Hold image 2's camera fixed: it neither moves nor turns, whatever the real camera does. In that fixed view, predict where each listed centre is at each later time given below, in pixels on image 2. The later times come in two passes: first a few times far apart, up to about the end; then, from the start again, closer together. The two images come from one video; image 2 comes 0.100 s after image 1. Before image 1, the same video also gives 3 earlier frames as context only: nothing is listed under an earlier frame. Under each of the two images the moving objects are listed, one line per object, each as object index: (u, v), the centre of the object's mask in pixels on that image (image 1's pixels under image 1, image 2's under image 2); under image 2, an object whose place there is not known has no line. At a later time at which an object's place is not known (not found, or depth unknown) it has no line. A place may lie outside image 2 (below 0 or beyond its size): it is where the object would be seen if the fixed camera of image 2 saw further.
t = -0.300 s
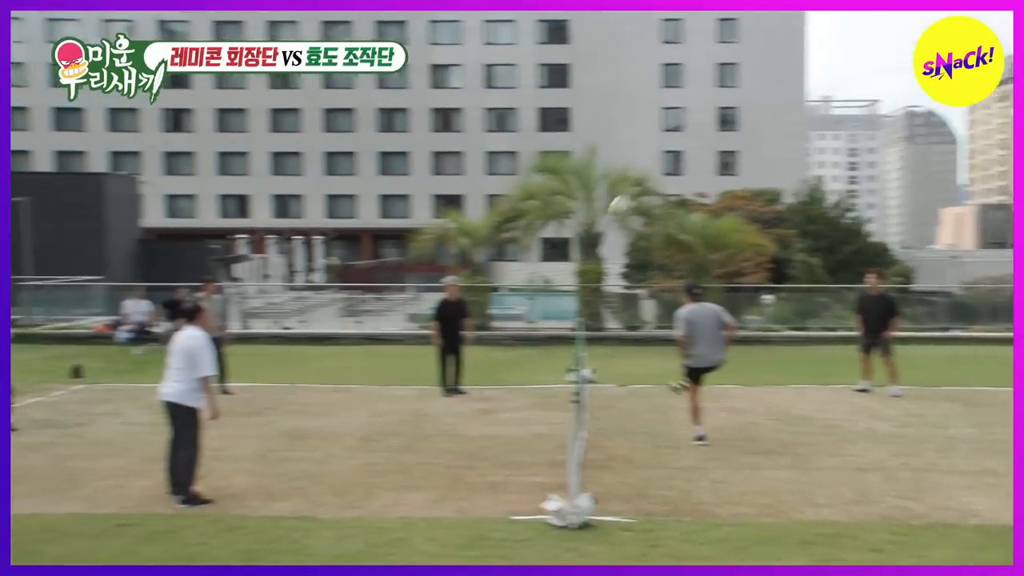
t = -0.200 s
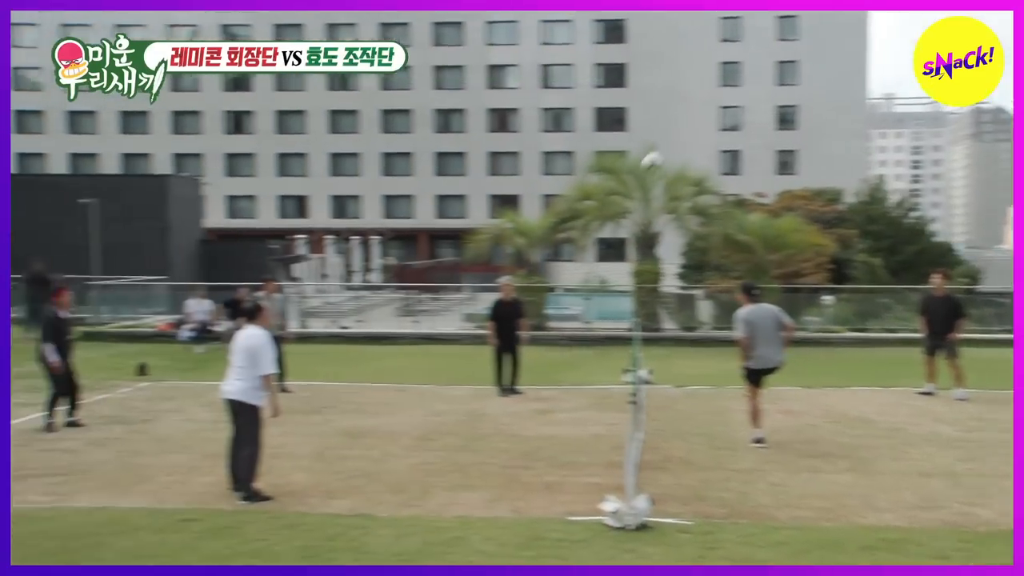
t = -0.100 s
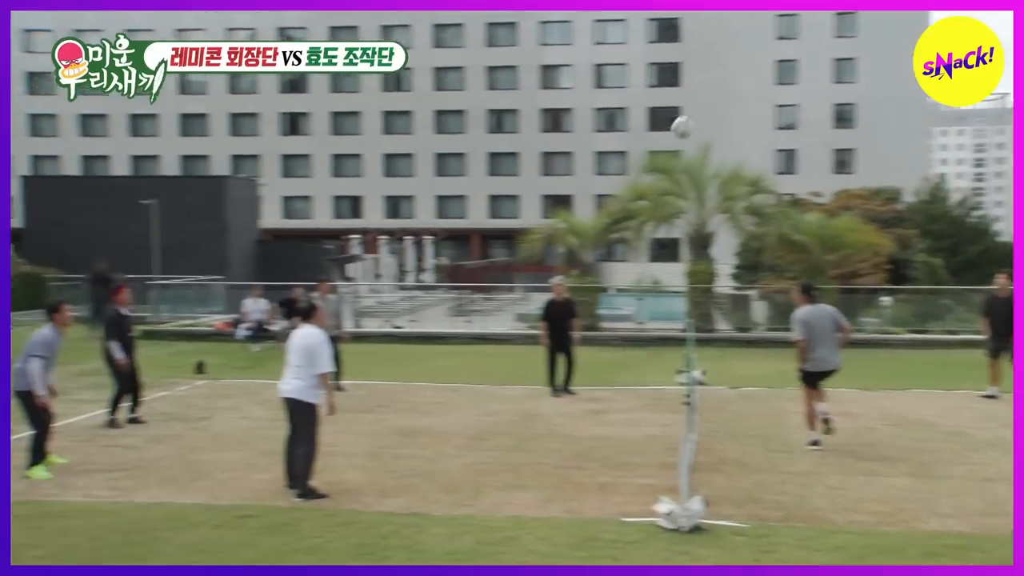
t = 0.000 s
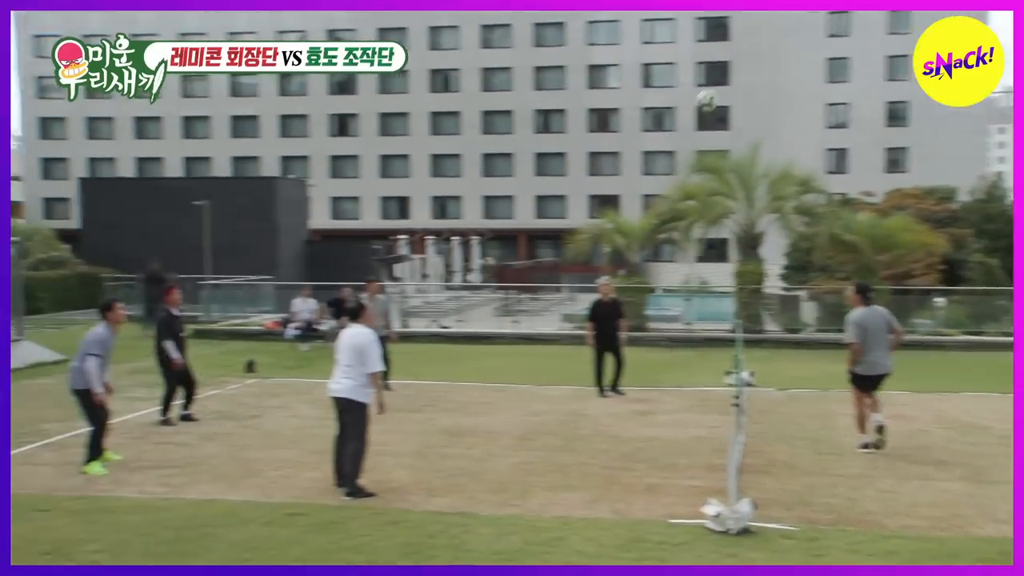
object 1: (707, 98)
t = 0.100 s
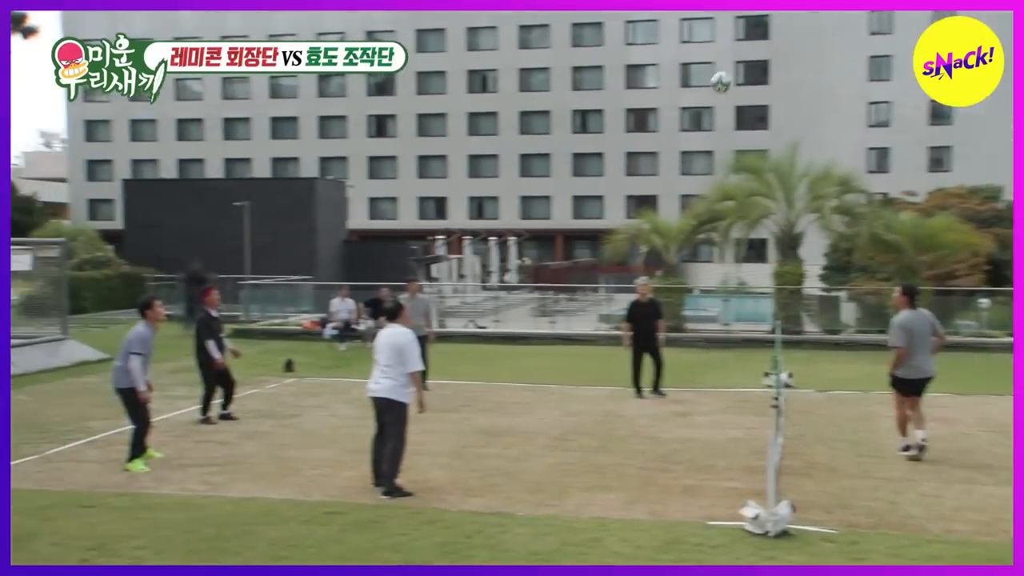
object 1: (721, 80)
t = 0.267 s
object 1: (681, 73)
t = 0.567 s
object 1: (609, 119)
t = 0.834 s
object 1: (548, 228)
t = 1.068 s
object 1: (498, 366)
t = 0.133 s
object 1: (713, 76)
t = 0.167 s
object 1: (705, 73)
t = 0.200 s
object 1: (697, 73)
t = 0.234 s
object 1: (689, 71)
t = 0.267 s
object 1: (681, 73)
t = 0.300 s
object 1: (673, 74)
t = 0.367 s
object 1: (657, 80)
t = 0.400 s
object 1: (649, 85)
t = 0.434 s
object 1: (641, 90)
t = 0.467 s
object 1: (634, 96)
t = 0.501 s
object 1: (626, 103)
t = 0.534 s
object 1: (618, 111)
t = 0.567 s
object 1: (609, 119)
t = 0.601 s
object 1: (602, 130)
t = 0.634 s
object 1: (595, 140)
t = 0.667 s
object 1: (587, 152)
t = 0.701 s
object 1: (580, 166)
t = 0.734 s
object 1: (571, 180)
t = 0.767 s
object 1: (564, 193)
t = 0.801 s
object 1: (555, 209)
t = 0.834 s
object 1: (548, 228)
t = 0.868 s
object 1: (542, 244)
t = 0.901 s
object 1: (534, 264)
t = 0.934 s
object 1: (527, 281)
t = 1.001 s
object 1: (512, 323)
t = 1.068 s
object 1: (498, 366)
